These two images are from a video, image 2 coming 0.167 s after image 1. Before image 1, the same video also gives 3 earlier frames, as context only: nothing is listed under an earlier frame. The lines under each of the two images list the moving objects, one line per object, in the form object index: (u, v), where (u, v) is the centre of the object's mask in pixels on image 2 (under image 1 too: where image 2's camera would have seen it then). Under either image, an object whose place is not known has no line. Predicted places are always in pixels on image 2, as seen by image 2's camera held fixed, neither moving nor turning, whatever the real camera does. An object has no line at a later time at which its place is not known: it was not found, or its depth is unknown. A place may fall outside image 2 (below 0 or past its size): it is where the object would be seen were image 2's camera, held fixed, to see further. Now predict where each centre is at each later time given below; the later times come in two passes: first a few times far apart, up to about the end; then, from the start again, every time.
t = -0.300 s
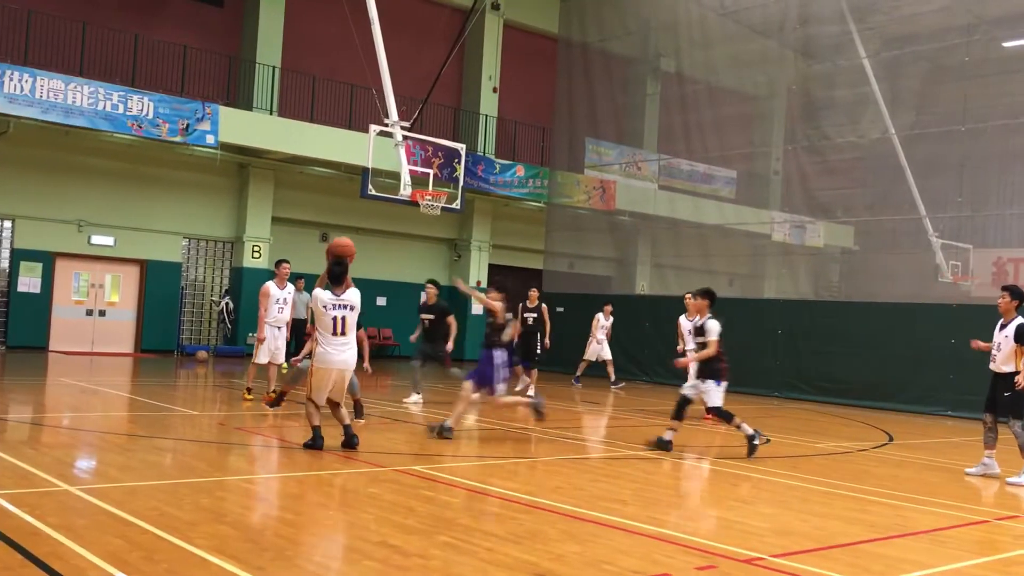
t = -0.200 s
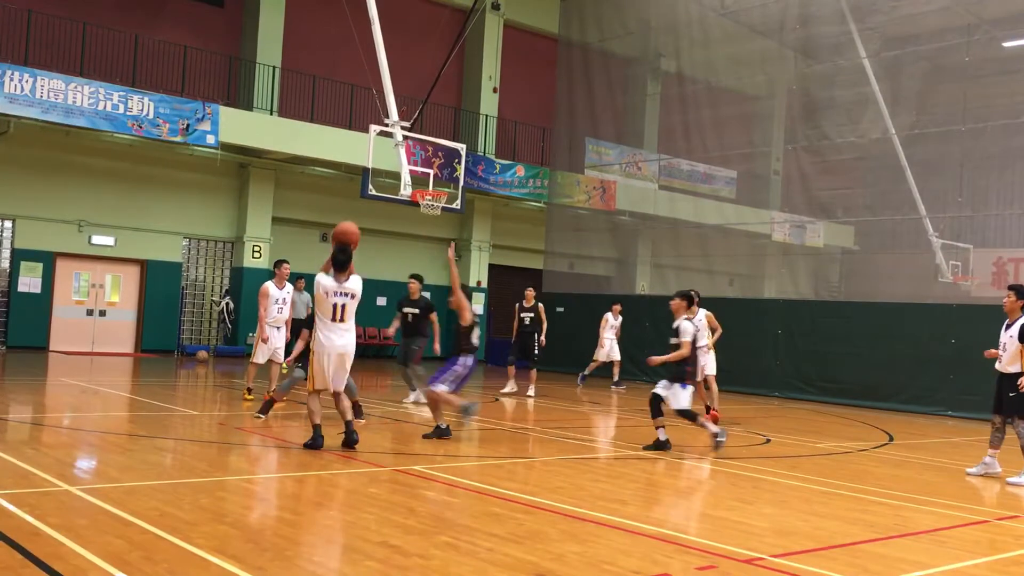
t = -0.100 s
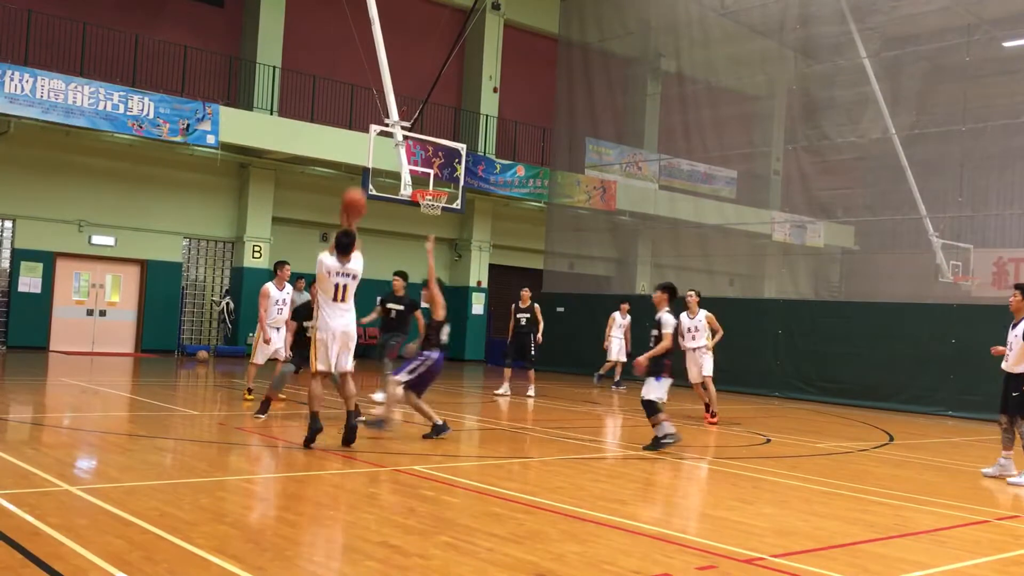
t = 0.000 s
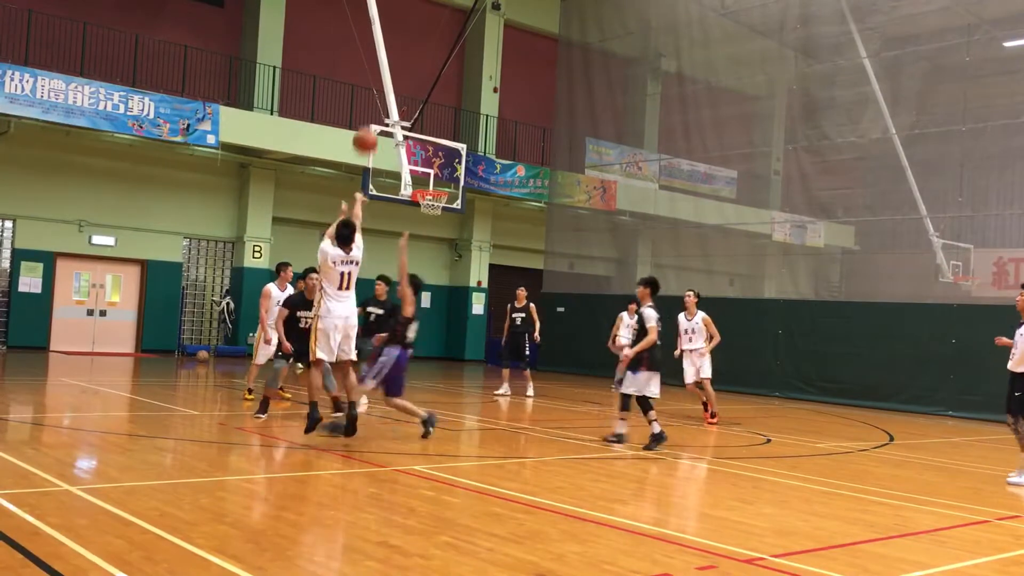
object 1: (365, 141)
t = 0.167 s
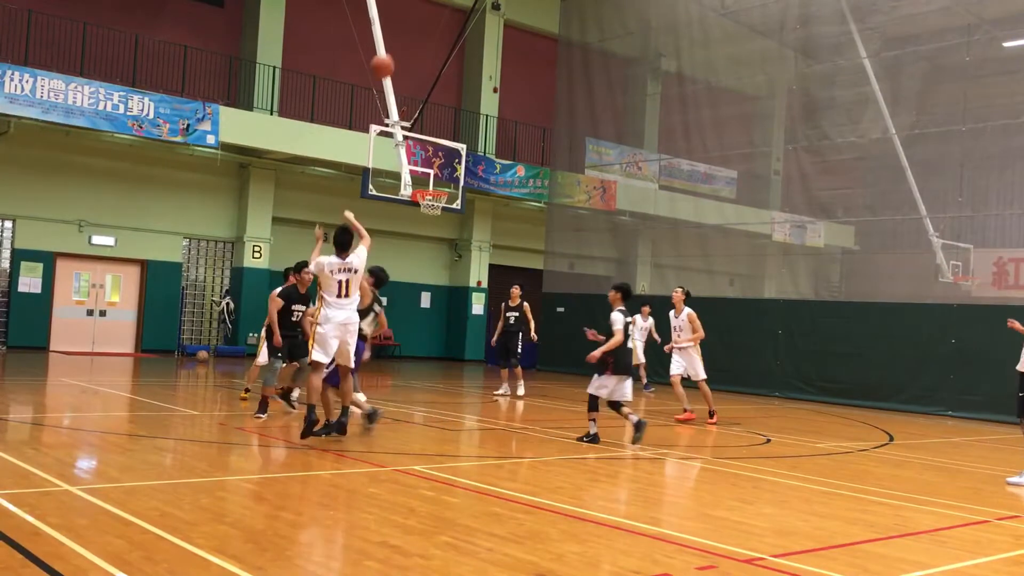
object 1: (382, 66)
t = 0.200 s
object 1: (386, 55)
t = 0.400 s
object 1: (400, 17)
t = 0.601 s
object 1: (411, 15)
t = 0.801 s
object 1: (419, 43)
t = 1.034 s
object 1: (425, 103)
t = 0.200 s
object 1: (386, 55)
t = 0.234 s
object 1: (388, 45)
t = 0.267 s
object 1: (391, 37)
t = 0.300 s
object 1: (394, 30)
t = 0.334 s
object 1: (395, 27)
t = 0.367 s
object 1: (398, 20)
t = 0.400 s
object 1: (400, 17)
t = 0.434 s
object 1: (402, 14)
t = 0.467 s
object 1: (404, 13)
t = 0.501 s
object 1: (406, 12)
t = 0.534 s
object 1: (408, 12)
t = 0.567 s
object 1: (409, 13)
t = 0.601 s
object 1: (411, 15)
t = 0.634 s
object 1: (412, 18)
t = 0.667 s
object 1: (414, 21)
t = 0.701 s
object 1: (415, 25)
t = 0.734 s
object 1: (416, 30)
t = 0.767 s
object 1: (418, 36)
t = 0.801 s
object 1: (419, 43)
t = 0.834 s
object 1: (420, 49)
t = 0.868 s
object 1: (421, 57)
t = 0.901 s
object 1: (422, 65)
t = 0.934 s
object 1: (423, 74)
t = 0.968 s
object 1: (424, 83)
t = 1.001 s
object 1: (424, 93)
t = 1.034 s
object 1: (425, 103)
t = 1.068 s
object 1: (425, 115)
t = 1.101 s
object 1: (425, 126)
